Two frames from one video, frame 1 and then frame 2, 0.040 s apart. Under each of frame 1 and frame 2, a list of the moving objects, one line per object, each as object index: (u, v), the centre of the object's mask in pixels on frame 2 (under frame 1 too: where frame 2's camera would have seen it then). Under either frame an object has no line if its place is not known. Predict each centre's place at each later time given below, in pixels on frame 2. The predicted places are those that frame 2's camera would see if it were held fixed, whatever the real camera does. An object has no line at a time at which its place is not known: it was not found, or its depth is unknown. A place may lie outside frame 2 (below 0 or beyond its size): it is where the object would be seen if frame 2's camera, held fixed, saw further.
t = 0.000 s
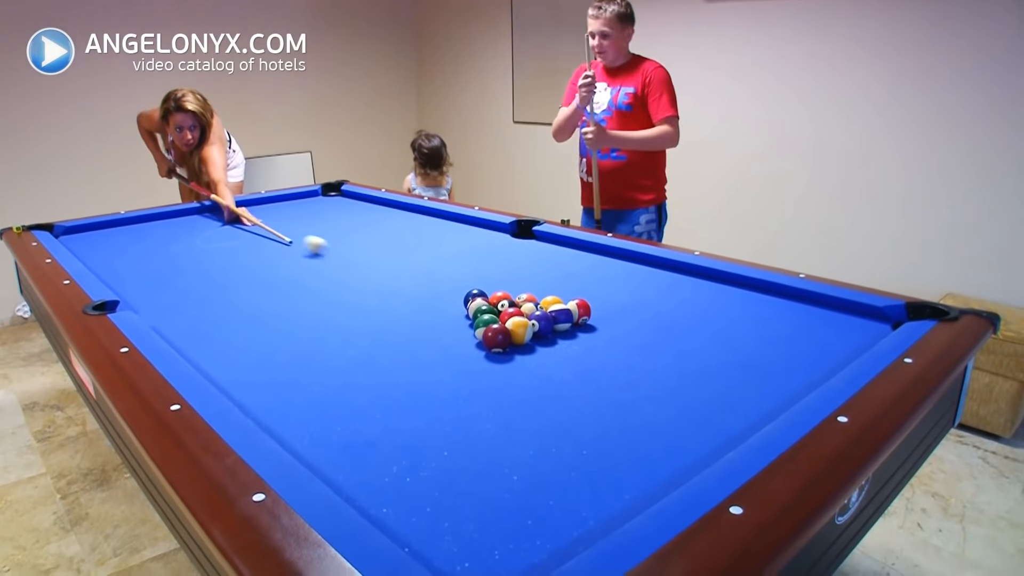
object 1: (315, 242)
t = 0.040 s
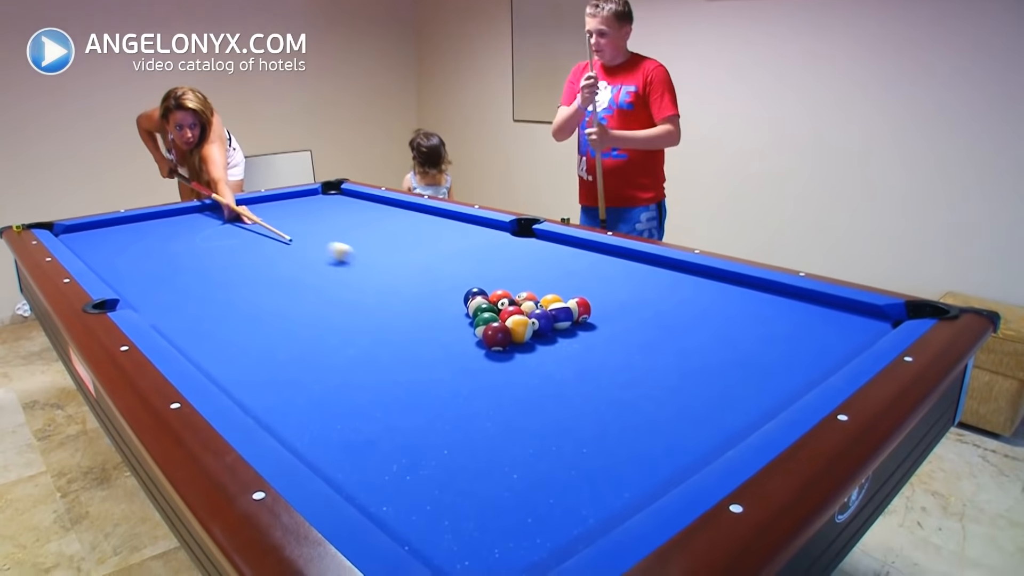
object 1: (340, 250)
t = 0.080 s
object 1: (367, 259)
